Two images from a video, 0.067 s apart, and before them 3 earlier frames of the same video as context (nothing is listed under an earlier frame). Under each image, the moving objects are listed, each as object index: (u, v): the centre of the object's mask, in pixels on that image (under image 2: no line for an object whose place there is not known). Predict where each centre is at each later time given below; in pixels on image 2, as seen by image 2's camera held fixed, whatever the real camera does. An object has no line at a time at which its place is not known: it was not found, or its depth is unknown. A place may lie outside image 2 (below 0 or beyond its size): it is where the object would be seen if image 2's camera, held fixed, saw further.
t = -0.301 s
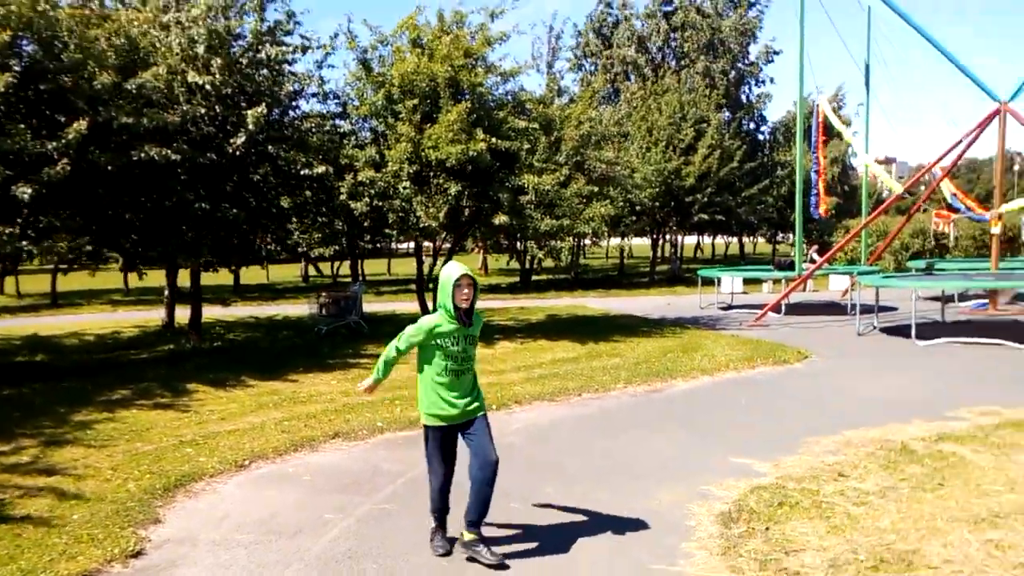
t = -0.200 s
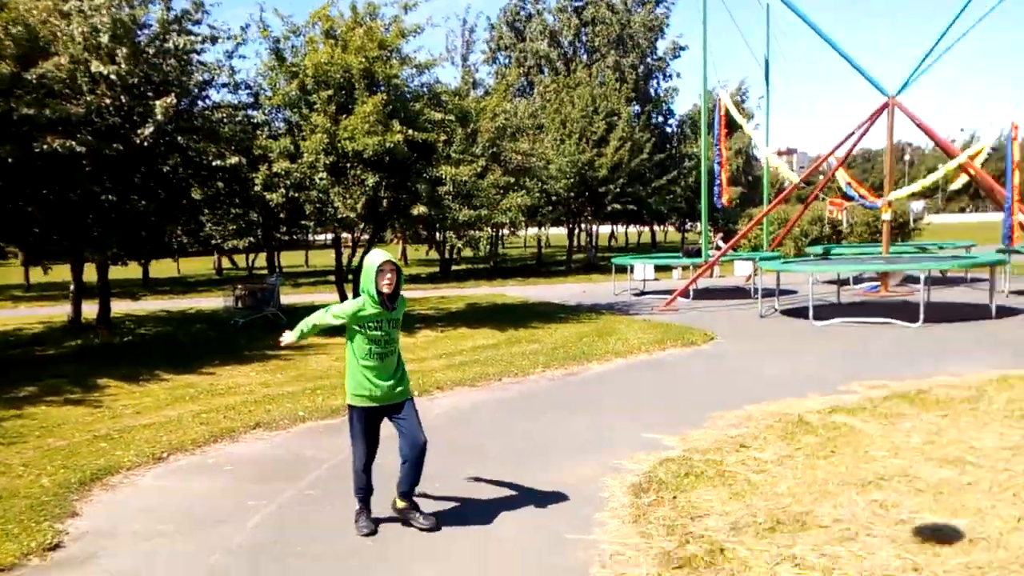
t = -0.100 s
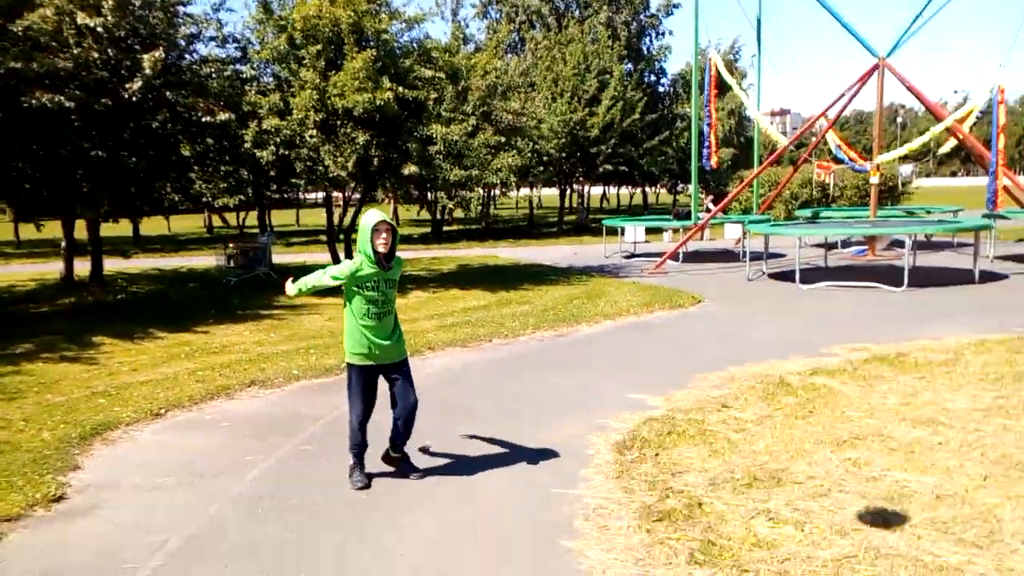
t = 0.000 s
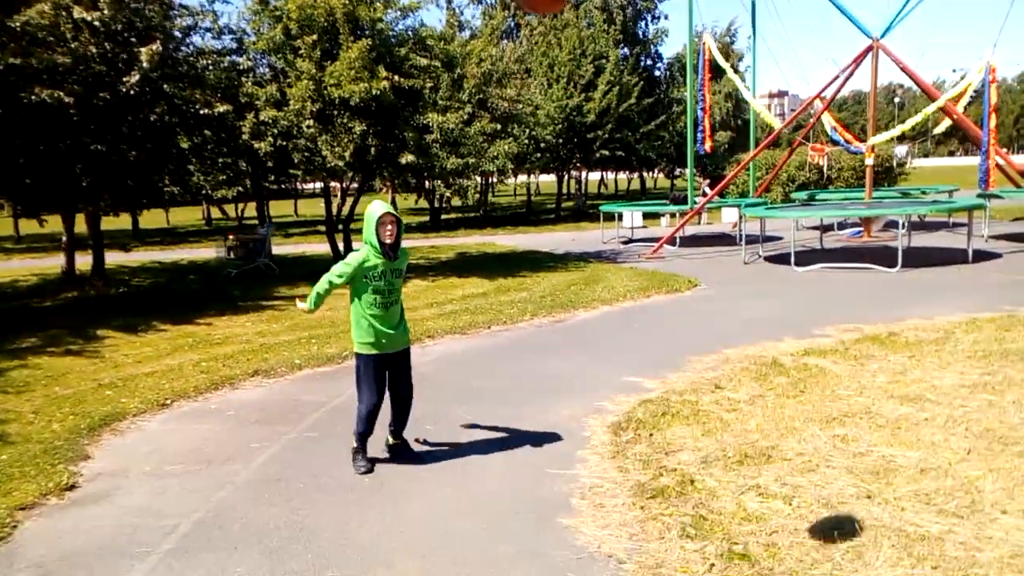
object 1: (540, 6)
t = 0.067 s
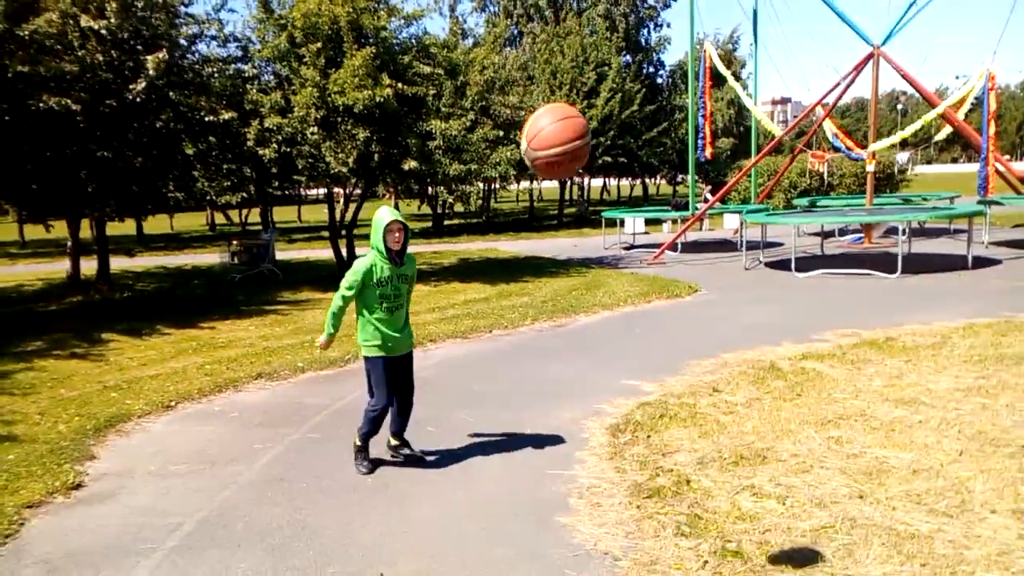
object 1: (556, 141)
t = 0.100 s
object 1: (561, 221)
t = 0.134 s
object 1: (569, 302)
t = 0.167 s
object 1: (574, 386)
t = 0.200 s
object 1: (582, 476)
